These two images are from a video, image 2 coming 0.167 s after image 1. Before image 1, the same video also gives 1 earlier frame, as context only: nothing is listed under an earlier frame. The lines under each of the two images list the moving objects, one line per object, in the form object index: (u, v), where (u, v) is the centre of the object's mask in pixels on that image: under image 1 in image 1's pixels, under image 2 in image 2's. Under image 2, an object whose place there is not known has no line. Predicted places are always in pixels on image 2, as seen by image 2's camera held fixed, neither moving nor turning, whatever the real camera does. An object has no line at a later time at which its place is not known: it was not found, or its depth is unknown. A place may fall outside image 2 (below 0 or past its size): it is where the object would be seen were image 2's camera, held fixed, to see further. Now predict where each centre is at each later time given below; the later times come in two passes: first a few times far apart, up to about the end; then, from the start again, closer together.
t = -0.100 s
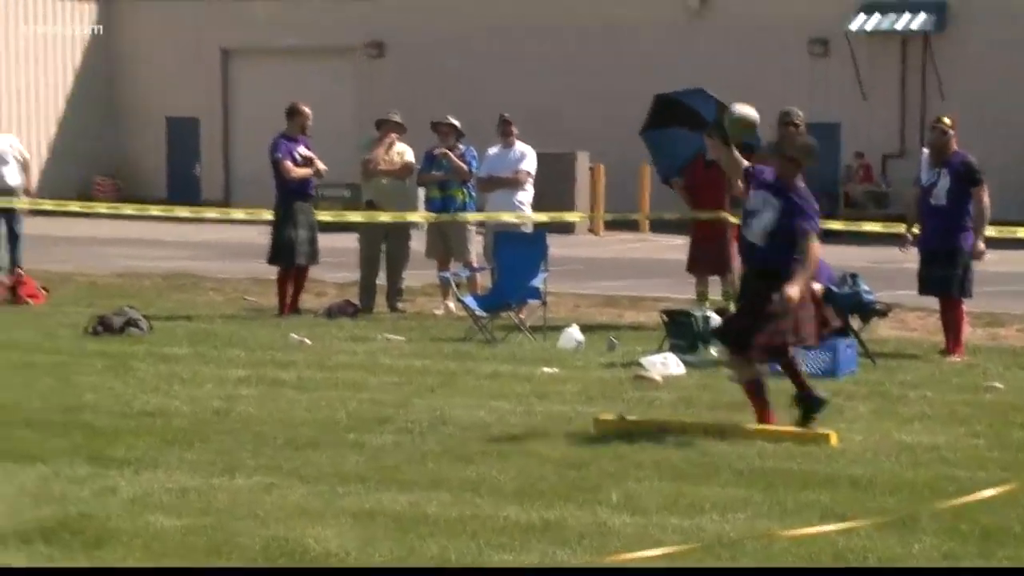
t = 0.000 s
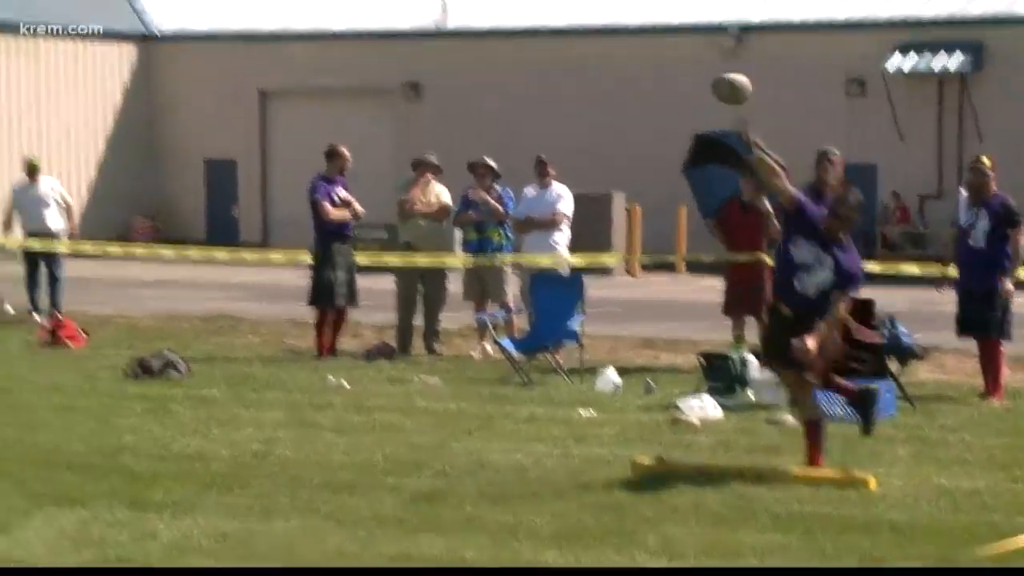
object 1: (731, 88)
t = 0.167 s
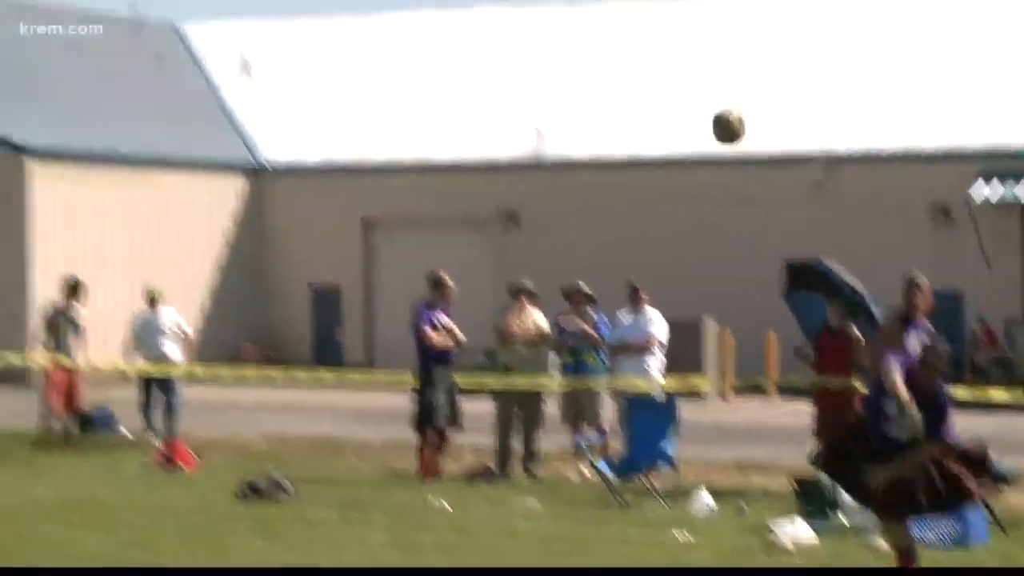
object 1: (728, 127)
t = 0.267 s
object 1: (667, 99)
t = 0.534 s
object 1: (472, 122)
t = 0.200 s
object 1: (707, 116)
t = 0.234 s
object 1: (686, 106)
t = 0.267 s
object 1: (667, 99)
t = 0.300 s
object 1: (646, 93)
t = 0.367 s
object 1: (597, 93)
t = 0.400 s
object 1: (574, 92)
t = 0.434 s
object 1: (549, 96)
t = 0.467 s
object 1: (524, 101)
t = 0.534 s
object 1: (472, 122)
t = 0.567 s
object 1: (445, 136)
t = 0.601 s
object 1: (418, 153)
